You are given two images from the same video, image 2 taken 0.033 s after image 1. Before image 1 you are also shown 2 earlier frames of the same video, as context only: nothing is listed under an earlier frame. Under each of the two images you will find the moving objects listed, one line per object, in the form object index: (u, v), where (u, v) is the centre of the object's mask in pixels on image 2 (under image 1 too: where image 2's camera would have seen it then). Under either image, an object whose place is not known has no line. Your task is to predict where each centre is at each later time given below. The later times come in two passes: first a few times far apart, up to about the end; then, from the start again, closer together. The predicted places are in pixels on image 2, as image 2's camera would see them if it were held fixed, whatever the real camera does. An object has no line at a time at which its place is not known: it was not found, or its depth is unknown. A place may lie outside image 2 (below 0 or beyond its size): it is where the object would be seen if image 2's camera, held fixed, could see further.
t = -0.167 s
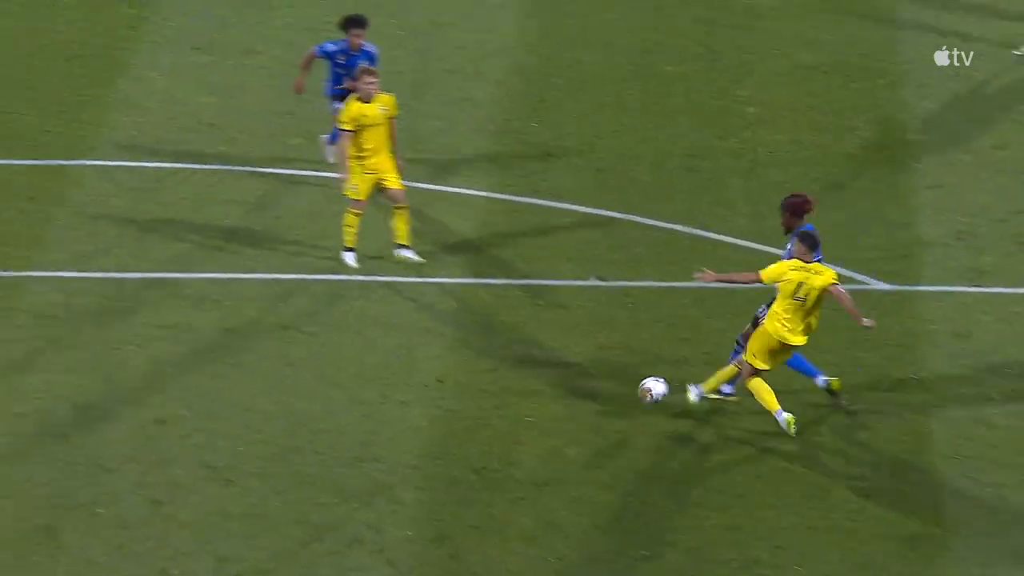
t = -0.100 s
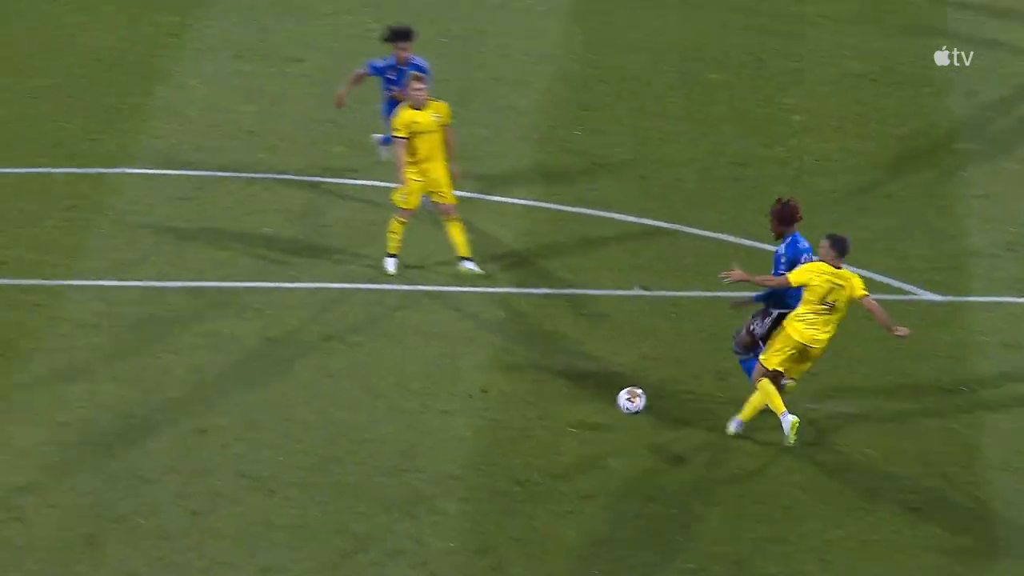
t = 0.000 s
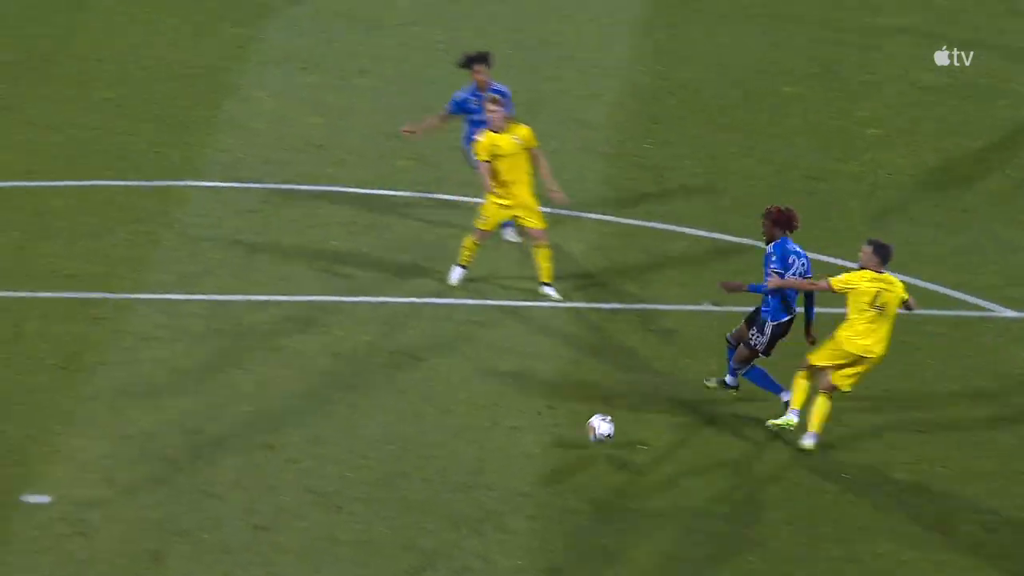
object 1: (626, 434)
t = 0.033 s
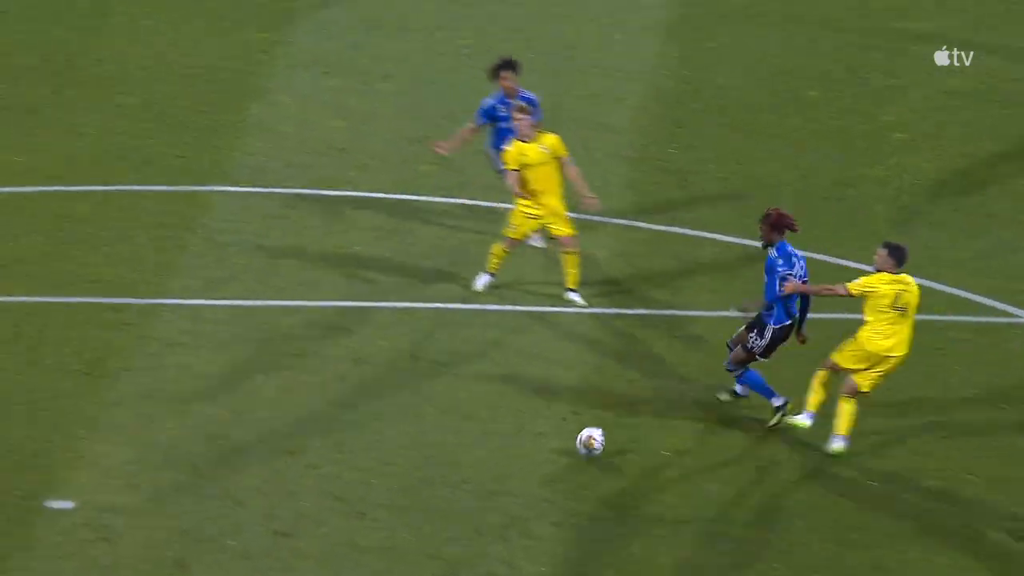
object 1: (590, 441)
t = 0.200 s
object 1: (438, 432)
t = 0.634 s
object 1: (99, 442)
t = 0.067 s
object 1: (559, 442)
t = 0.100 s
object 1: (528, 436)
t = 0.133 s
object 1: (498, 434)
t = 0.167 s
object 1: (468, 433)
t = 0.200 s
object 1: (438, 432)
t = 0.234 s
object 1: (410, 433)
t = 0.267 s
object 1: (380, 436)
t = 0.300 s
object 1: (365, 438)
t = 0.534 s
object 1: (174, 445)
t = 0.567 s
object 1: (150, 444)
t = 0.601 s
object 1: (124, 443)
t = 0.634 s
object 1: (99, 442)
